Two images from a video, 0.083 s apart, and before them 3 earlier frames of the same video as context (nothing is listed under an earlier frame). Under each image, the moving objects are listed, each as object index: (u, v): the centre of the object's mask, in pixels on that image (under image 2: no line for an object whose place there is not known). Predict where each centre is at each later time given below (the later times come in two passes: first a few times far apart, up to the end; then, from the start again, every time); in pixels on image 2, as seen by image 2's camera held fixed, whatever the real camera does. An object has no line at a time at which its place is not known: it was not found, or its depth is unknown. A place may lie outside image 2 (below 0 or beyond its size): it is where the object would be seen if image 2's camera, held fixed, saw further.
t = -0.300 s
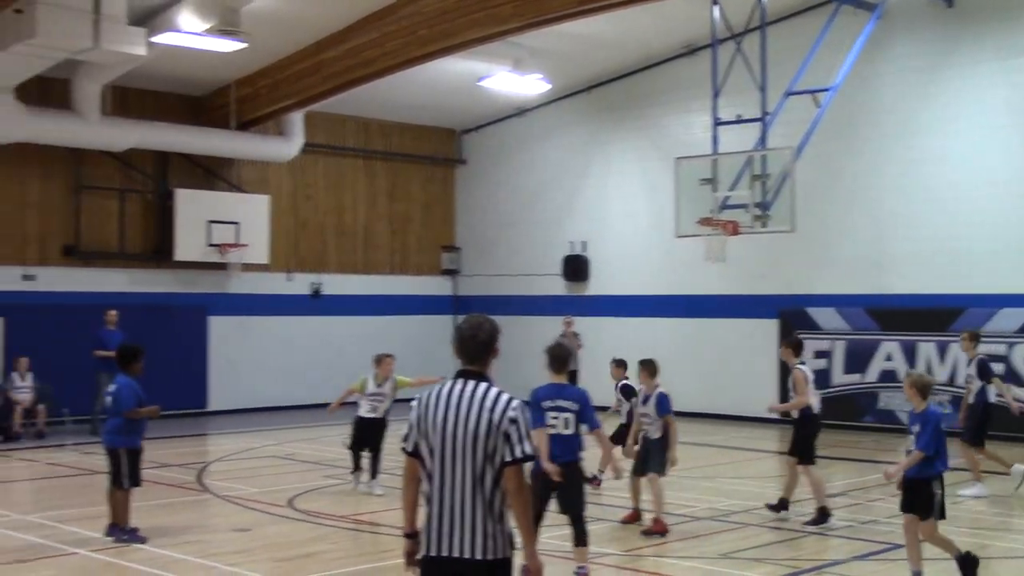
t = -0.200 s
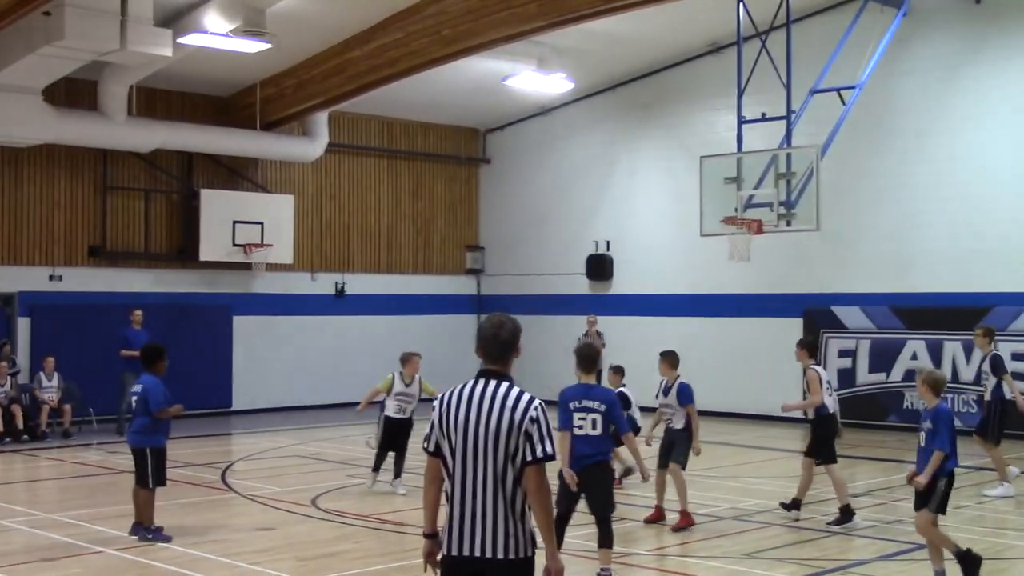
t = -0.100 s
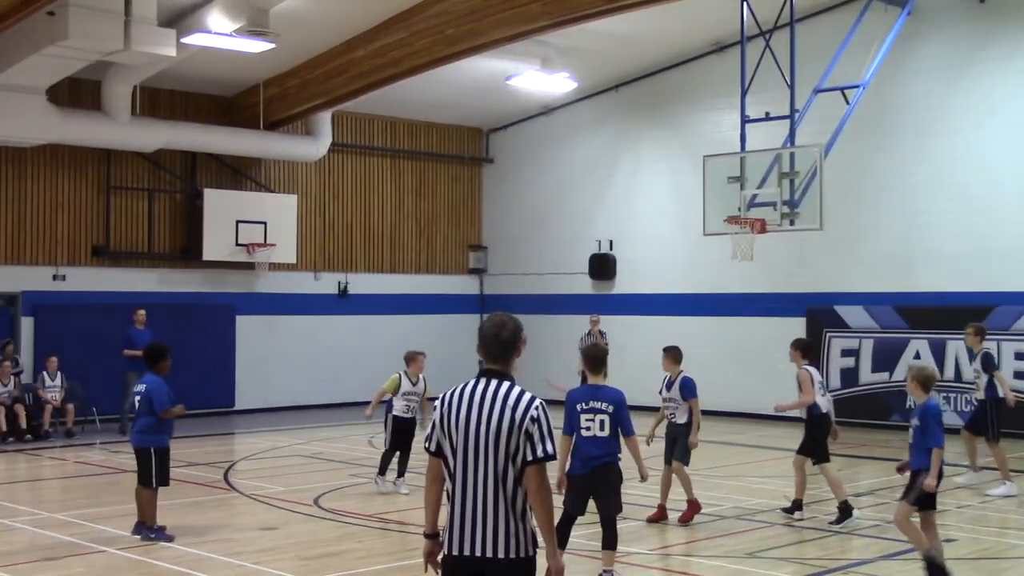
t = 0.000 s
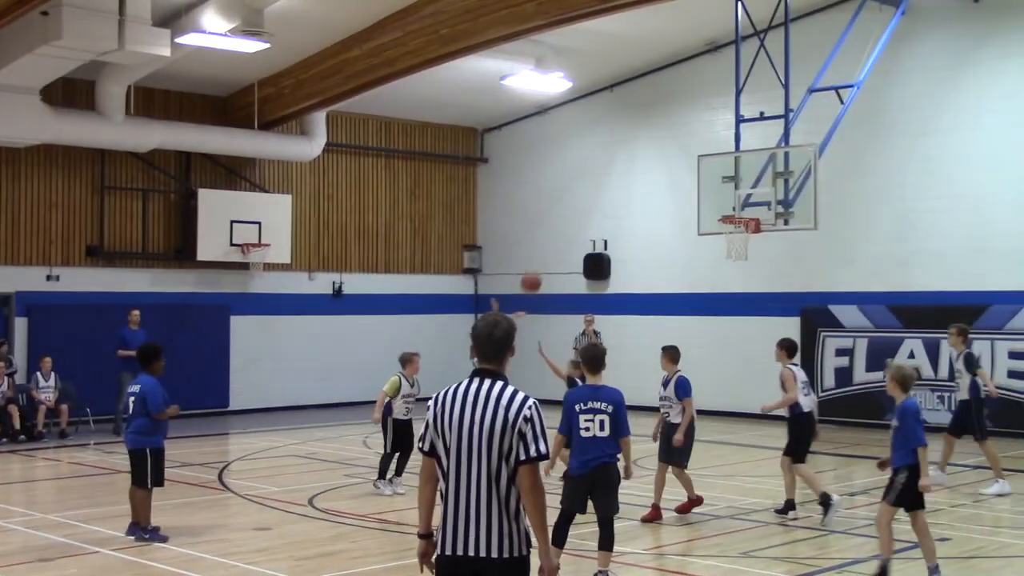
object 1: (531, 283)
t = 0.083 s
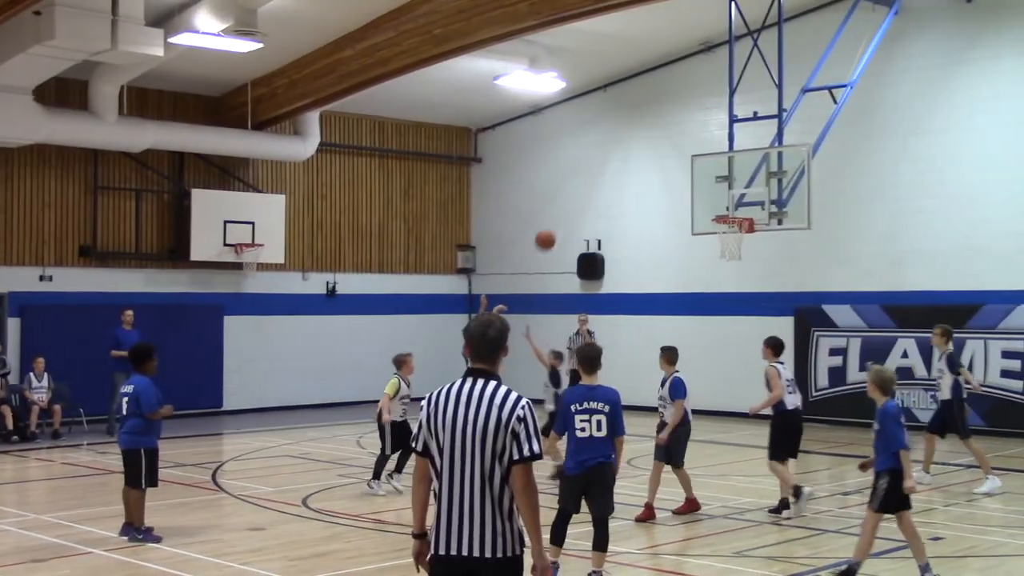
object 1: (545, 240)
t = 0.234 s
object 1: (578, 181)
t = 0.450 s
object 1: (624, 133)
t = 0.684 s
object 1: (670, 126)
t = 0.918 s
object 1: (714, 162)
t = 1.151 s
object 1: (733, 194)
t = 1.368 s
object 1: (699, 166)
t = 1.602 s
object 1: (664, 176)
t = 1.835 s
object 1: (631, 225)
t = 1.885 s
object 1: (625, 241)
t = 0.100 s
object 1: (549, 232)
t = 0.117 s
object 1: (553, 225)
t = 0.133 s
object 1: (557, 218)
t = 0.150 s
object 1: (560, 211)
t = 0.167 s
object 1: (564, 205)
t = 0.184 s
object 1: (568, 198)
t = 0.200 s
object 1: (571, 192)
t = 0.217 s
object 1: (575, 187)
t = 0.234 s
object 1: (578, 181)
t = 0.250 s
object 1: (582, 176)
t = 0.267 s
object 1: (586, 171)
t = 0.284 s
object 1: (590, 166)
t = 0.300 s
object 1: (593, 162)
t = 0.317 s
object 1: (596, 158)
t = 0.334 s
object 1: (600, 154)
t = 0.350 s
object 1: (603, 150)
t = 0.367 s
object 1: (607, 146)
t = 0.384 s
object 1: (610, 143)
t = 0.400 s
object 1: (613, 140)
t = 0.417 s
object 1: (617, 137)
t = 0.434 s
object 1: (620, 135)
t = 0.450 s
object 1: (624, 133)
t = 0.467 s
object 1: (627, 131)
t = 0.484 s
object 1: (631, 129)
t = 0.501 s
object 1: (634, 128)
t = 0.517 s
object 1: (637, 126)
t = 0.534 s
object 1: (641, 125)
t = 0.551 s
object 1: (644, 125)
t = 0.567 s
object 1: (647, 124)
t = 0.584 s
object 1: (651, 123)
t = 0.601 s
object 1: (654, 123)
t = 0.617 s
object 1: (657, 123)
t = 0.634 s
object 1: (660, 123)
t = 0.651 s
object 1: (664, 124)
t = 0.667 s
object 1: (667, 125)
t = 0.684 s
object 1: (670, 126)
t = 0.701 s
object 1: (673, 127)
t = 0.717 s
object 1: (676, 128)
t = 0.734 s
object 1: (679, 130)
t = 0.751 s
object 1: (682, 132)
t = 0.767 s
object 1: (685, 134)
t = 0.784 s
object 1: (688, 136)
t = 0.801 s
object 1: (692, 139)
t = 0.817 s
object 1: (695, 141)
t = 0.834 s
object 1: (699, 145)
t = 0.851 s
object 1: (702, 147)
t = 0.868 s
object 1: (705, 151)
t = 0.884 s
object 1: (708, 154)
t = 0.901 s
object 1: (711, 158)
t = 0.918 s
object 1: (714, 162)
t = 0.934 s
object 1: (717, 166)
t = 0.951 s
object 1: (721, 171)
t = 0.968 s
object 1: (724, 176)
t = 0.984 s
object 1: (727, 181)
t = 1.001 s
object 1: (730, 185)
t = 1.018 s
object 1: (733, 191)
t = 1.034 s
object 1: (737, 197)
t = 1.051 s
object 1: (739, 201)
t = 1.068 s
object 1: (742, 207)
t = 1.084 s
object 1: (742, 209)
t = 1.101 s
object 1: (740, 205)
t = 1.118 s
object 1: (738, 202)
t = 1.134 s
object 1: (735, 198)
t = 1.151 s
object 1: (733, 194)
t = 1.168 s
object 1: (730, 191)
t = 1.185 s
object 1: (727, 188)
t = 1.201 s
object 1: (724, 184)
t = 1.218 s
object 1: (722, 181)
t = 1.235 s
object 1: (719, 179)
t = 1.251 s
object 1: (716, 177)
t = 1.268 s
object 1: (715, 175)
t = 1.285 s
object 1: (711, 172)
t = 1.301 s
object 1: (709, 171)
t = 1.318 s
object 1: (706, 169)
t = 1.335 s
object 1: (704, 168)
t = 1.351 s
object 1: (701, 167)
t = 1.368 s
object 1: (699, 166)
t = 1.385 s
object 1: (696, 165)
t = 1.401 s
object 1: (693, 165)
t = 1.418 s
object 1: (691, 165)
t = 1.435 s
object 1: (688, 165)
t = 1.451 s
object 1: (686, 165)
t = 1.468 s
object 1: (684, 165)
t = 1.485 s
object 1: (681, 166)
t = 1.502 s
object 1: (678, 167)
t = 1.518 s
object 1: (676, 168)
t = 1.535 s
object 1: (673, 169)
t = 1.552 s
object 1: (671, 171)
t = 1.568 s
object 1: (669, 172)
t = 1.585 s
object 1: (666, 174)
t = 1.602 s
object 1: (664, 176)
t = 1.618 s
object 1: (661, 178)
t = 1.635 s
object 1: (659, 181)
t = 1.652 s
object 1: (657, 183)
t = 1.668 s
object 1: (654, 186)
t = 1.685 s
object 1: (652, 189)
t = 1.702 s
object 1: (650, 193)
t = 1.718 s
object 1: (647, 196)
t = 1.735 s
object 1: (645, 200)
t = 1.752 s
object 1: (643, 203)
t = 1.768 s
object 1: (640, 208)
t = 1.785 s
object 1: (638, 212)
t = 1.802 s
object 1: (636, 216)
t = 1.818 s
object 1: (634, 220)
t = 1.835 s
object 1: (631, 225)
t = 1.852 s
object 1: (629, 230)
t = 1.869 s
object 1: (627, 235)
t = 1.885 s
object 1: (625, 241)
